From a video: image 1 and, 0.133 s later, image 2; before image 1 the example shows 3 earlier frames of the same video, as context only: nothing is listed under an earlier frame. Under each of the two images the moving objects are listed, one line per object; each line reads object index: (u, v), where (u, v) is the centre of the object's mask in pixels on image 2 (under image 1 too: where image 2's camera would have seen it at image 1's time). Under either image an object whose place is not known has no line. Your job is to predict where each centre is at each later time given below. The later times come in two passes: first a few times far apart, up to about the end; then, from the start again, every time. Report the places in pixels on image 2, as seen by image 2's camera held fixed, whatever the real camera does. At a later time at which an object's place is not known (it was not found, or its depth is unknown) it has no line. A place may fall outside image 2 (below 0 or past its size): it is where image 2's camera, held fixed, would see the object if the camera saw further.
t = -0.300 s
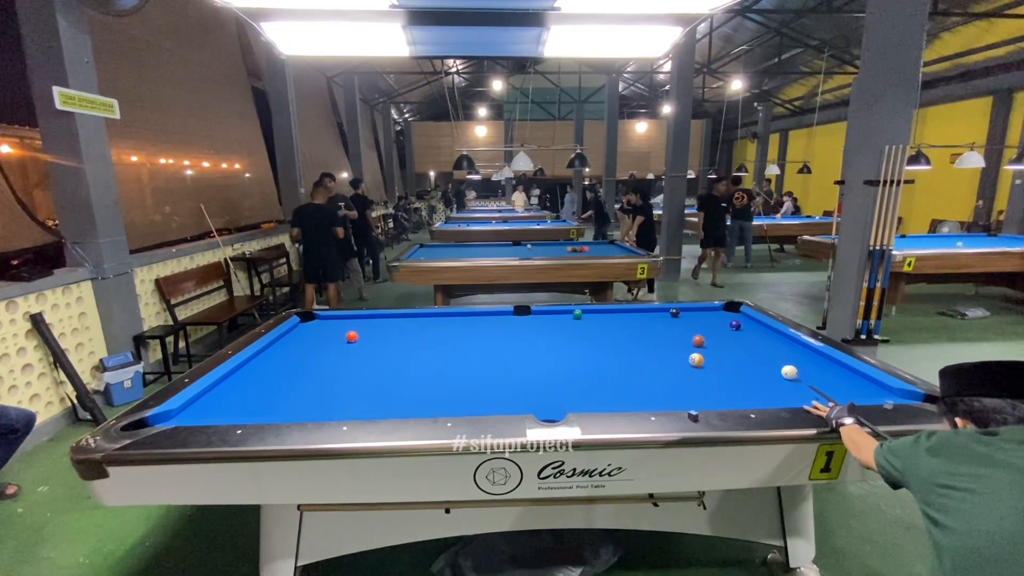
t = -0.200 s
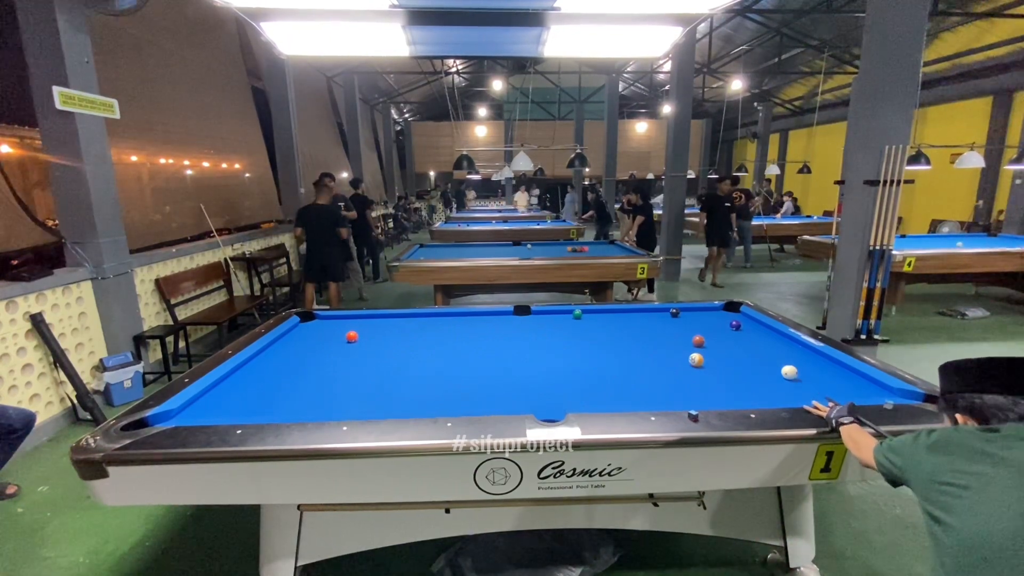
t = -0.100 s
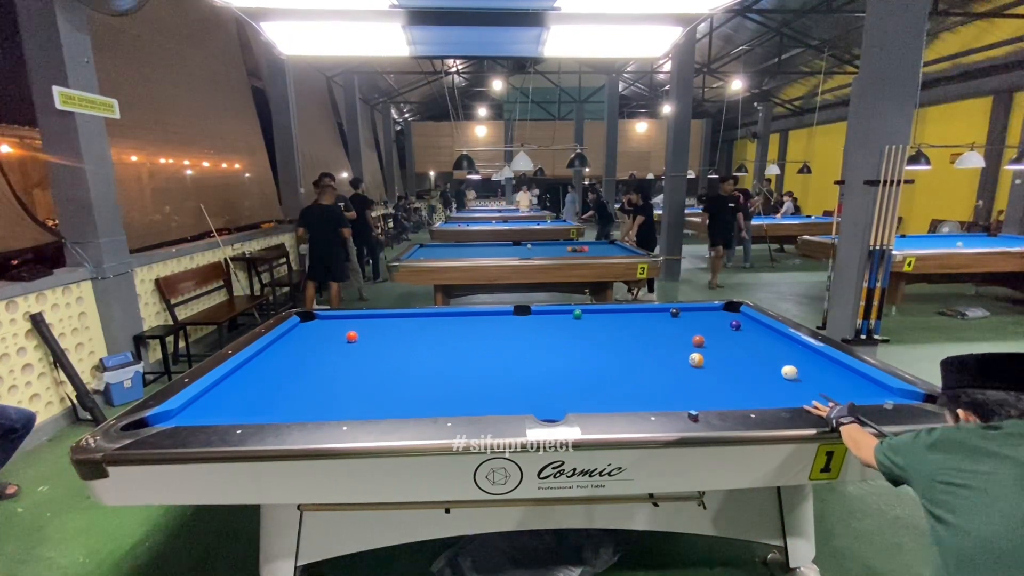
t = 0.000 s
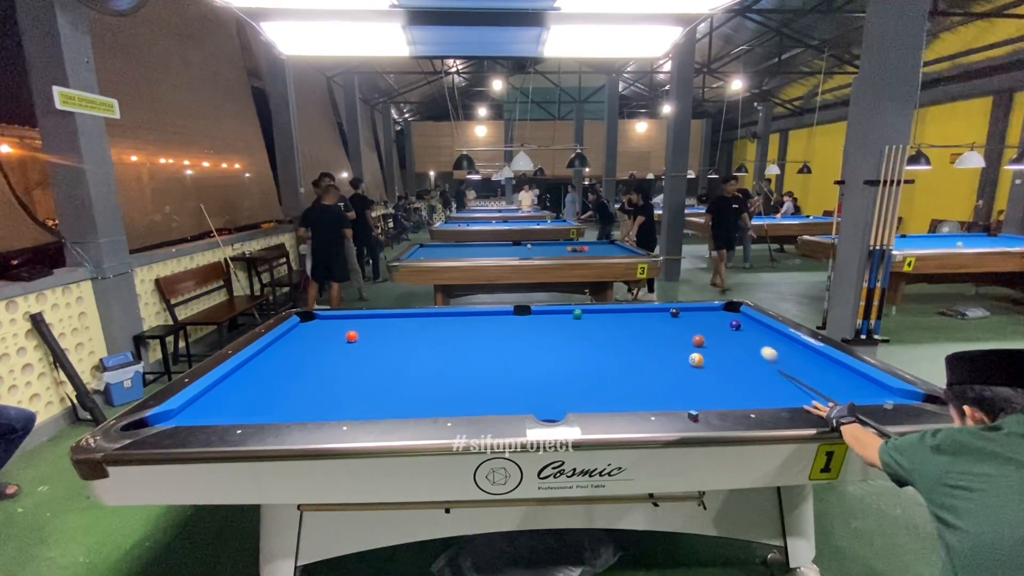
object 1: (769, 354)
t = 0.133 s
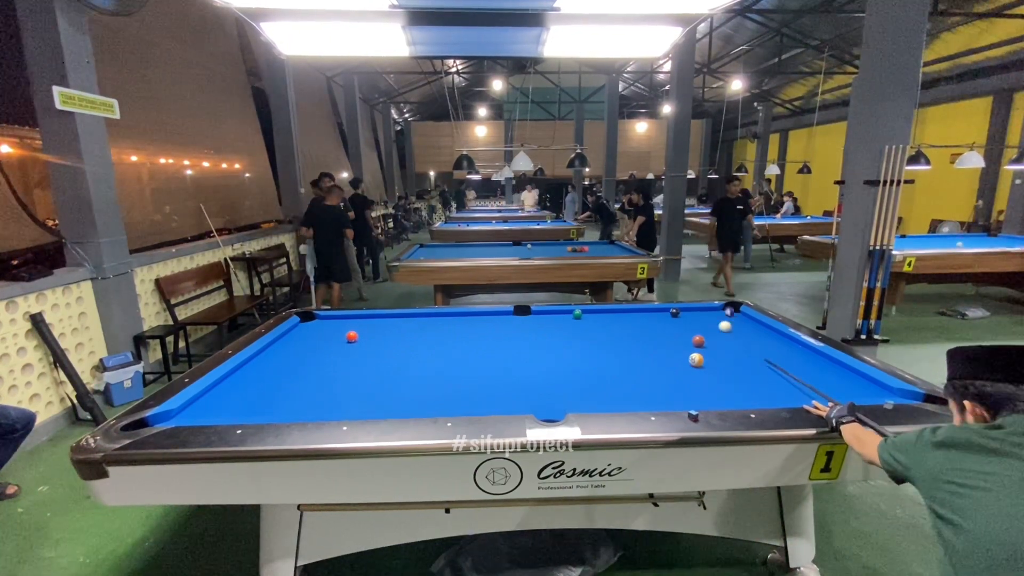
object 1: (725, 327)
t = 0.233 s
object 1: (709, 325)
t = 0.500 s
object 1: (672, 322)
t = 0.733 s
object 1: (643, 320)
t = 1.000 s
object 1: (611, 318)
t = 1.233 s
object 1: (586, 316)
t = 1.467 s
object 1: (577, 317)
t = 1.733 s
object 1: (568, 318)
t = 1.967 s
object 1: (560, 319)
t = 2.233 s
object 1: (552, 320)
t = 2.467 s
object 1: (545, 320)
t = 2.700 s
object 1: (540, 321)
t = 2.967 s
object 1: (535, 322)
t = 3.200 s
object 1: (531, 322)
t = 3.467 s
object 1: (527, 323)
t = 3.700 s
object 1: (524, 323)
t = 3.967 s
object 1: (522, 324)
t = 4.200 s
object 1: (522, 323)
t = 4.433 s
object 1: (522, 323)
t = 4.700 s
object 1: (522, 323)
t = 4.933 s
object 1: (522, 323)
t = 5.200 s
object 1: (522, 323)
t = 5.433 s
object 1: (522, 323)
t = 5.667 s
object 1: (522, 323)
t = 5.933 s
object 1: (522, 323)
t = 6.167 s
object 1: (522, 323)
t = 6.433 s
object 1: (522, 323)
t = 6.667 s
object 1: (522, 323)
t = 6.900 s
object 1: (522, 323)
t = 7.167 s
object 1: (522, 323)
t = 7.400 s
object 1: (522, 323)
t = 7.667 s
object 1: (522, 323)
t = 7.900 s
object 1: (522, 324)
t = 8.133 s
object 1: (522, 323)
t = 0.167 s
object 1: (719, 326)
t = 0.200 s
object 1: (714, 326)
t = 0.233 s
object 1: (709, 325)
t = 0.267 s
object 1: (704, 325)
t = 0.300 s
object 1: (699, 324)
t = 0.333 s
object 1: (695, 324)
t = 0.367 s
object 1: (690, 324)
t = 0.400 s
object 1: (685, 323)
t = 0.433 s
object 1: (681, 323)
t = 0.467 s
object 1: (676, 322)
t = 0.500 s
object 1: (672, 322)
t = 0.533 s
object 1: (668, 322)
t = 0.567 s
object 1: (664, 322)
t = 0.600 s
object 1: (659, 321)
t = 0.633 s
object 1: (655, 321)
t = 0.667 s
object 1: (651, 321)
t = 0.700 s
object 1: (647, 321)
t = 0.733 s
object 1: (643, 320)
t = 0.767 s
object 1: (638, 320)
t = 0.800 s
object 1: (635, 319)
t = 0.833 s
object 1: (630, 319)
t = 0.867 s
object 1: (627, 319)
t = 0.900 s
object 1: (623, 319)
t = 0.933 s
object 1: (619, 318)
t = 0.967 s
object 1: (615, 318)
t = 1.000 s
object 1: (611, 318)
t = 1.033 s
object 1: (608, 317)
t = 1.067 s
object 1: (604, 317)
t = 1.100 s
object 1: (600, 317)
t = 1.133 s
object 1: (597, 316)
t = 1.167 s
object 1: (594, 316)
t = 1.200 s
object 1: (590, 316)
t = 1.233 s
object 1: (586, 316)
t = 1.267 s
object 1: (585, 316)
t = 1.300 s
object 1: (584, 316)
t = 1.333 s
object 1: (582, 316)
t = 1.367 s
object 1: (581, 316)
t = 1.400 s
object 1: (580, 316)
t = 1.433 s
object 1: (578, 317)
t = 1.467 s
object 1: (577, 317)
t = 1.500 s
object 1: (576, 317)
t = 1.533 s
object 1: (575, 317)
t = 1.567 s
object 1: (574, 317)
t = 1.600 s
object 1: (572, 317)
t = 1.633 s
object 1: (571, 318)
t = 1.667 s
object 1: (570, 317)
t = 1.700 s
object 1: (569, 318)
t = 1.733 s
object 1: (568, 318)
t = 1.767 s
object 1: (567, 318)
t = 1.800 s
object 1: (565, 318)
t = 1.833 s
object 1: (564, 318)
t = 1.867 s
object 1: (563, 318)
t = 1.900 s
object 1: (562, 318)
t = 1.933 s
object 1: (561, 319)
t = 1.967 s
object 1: (560, 319)
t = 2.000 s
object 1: (559, 319)
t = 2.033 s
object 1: (558, 319)
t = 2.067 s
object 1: (557, 319)
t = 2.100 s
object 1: (556, 319)
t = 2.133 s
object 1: (555, 319)
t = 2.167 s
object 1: (554, 320)
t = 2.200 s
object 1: (553, 320)
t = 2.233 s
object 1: (552, 320)
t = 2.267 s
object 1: (551, 320)
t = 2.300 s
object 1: (550, 320)
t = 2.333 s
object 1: (549, 320)
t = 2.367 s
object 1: (548, 320)
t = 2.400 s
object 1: (547, 320)
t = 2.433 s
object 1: (546, 320)
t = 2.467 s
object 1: (545, 320)
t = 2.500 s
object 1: (545, 321)
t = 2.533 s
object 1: (544, 321)
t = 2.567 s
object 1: (543, 321)
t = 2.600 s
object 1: (542, 321)
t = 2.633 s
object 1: (541, 321)
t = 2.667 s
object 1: (541, 321)
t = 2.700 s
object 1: (540, 321)
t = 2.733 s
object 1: (539, 321)
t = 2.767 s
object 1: (539, 321)
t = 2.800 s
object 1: (538, 321)
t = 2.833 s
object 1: (537, 321)
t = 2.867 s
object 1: (536, 321)
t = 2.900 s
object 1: (536, 322)
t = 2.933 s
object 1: (535, 322)
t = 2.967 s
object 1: (535, 322)
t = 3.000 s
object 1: (534, 322)
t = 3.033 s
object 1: (533, 322)
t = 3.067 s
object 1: (533, 322)
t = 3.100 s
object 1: (532, 322)
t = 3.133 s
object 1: (532, 322)
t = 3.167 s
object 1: (531, 322)
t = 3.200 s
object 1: (531, 322)
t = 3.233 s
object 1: (530, 322)
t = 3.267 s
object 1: (530, 322)
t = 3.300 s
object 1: (529, 323)
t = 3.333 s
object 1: (529, 323)
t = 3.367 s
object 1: (528, 323)
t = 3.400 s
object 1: (528, 323)
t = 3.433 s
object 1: (527, 323)
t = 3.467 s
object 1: (527, 323)
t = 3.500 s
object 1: (526, 323)
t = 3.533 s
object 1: (526, 323)
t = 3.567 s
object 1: (526, 323)
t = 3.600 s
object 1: (525, 323)
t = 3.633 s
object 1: (525, 323)
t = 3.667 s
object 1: (525, 323)
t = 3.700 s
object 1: (524, 323)
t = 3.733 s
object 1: (524, 323)
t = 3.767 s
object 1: (524, 323)
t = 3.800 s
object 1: (524, 323)
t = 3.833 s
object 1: (523, 323)
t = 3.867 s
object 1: (523, 323)
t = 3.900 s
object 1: (523, 323)
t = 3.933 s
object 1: (523, 323)
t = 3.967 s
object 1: (522, 324)
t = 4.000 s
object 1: (522, 323)
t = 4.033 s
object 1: (522, 323)
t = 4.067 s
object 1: (522, 323)
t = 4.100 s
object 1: (522, 323)
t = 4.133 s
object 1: (522, 323)
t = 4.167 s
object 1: (522, 323)
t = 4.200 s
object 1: (522, 323)
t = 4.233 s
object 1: (522, 323)
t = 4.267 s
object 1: (522, 323)
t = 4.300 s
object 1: (522, 323)
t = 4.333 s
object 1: (522, 323)
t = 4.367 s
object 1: (522, 323)
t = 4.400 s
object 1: (522, 323)
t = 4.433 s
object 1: (522, 323)
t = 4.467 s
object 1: (522, 323)
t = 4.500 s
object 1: (522, 323)
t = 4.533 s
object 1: (522, 323)
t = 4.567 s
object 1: (522, 323)
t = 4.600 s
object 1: (522, 323)
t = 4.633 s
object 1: (522, 323)
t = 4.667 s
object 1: (522, 323)
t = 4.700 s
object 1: (522, 323)
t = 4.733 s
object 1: (522, 323)
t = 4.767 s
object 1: (522, 323)
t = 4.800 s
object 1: (522, 323)
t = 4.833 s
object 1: (522, 323)
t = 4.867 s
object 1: (522, 323)
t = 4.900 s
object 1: (522, 323)
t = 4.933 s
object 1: (522, 323)
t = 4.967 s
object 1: (522, 323)
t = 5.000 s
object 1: (522, 323)
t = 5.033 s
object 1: (522, 323)
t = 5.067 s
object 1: (522, 323)
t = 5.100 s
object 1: (522, 323)
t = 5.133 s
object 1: (522, 323)
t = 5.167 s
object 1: (522, 323)
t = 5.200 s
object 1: (522, 323)
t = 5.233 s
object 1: (522, 323)
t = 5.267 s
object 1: (522, 323)
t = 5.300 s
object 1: (522, 323)
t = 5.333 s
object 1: (522, 323)
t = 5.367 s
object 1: (522, 323)
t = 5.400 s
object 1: (522, 323)
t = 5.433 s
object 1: (522, 323)
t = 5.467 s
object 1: (522, 323)
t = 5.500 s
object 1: (522, 323)
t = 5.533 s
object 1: (522, 323)
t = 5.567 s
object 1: (522, 323)
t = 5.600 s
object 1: (522, 323)
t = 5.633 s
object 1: (522, 323)
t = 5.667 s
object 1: (522, 323)
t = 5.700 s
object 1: (522, 323)
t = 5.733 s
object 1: (522, 323)
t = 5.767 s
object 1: (522, 323)
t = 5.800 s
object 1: (522, 323)
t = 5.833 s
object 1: (522, 323)
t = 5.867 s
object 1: (522, 323)
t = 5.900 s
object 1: (522, 323)
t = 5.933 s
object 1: (522, 323)
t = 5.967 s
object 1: (522, 323)
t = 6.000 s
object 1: (522, 323)
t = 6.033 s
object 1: (522, 323)
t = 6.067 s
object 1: (522, 323)
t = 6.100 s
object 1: (522, 323)
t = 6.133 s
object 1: (522, 323)
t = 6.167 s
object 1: (522, 323)
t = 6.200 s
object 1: (522, 323)
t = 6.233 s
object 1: (522, 323)
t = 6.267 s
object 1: (522, 323)
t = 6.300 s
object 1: (522, 323)
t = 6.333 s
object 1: (522, 323)
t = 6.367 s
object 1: (522, 323)
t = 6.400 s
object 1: (522, 323)
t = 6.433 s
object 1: (522, 323)
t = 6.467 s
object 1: (522, 323)
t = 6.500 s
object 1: (522, 323)
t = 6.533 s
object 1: (522, 323)
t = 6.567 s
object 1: (522, 323)
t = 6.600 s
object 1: (522, 323)
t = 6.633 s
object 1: (522, 323)
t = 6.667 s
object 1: (522, 323)
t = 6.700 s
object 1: (522, 323)
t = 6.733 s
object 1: (522, 323)
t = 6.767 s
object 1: (522, 323)
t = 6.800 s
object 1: (522, 323)
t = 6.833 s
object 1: (522, 323)
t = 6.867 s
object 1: (522, 323)
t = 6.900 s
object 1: (522, 323)
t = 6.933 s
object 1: (522, 323)
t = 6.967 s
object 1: (522, 323)
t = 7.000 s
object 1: (522, 323)
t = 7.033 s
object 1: (522, 323)
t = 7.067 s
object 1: (522, 323)
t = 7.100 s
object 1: (522, 323)
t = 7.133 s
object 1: (522, 323)
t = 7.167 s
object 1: (522, 323)
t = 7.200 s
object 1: (522, 323)
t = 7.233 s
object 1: (522, 323)
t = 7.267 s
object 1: (522, 323)
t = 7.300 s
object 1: (522, 323)
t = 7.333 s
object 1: (522, 323)
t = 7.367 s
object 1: (522, 323)
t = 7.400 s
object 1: (522, 323)
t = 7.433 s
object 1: (522, 323)
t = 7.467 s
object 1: (522, 323)
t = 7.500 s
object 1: (522, 323)
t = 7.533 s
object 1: (522, 323)
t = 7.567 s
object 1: (522, 323)
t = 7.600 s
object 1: (522, 323)
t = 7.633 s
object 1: (522, 323)
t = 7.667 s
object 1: (522, 323)
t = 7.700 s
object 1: (522, 323)
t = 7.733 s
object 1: (522, 324)
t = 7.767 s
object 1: (522, 324)
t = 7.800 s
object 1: (522, 323)
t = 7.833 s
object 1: (522, 323)
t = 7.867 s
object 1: (522, 324)
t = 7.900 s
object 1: (522, 324)
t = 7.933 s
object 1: (522, 324)
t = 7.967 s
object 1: (522, 324)
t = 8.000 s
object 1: (522, 324)
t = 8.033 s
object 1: (522, 323)
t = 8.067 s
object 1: (522, 323)
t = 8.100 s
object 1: (522, 323)
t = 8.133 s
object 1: (522, 323)
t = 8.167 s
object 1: (522, 323)
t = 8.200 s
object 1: (522, 323)
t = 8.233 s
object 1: (522, 323)
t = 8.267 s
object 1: (522, 324)
